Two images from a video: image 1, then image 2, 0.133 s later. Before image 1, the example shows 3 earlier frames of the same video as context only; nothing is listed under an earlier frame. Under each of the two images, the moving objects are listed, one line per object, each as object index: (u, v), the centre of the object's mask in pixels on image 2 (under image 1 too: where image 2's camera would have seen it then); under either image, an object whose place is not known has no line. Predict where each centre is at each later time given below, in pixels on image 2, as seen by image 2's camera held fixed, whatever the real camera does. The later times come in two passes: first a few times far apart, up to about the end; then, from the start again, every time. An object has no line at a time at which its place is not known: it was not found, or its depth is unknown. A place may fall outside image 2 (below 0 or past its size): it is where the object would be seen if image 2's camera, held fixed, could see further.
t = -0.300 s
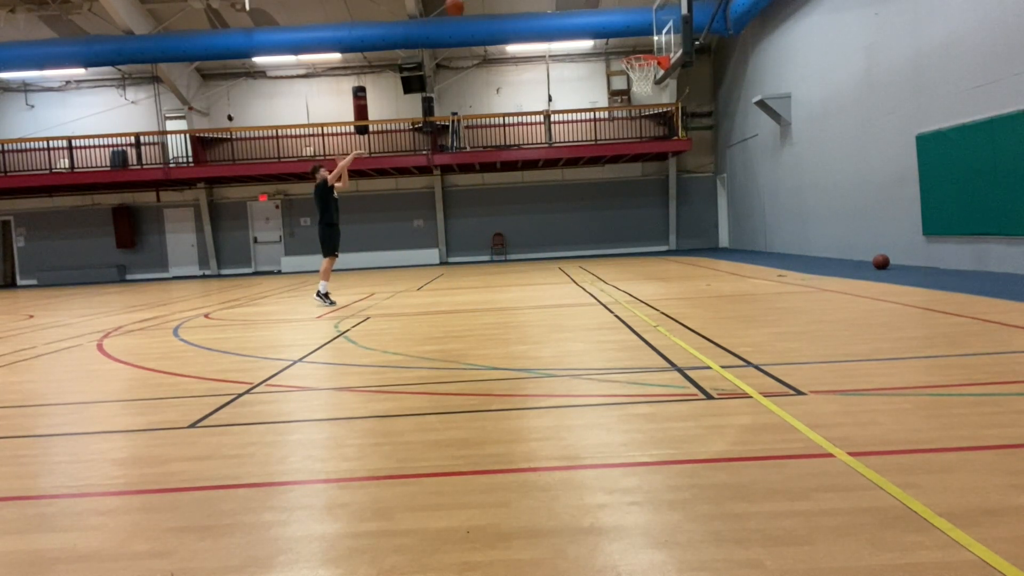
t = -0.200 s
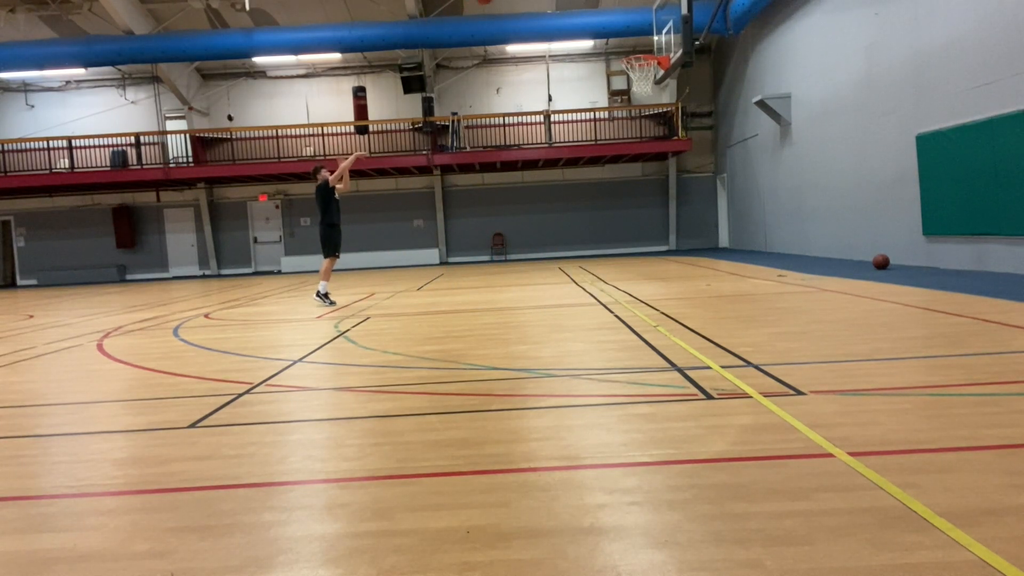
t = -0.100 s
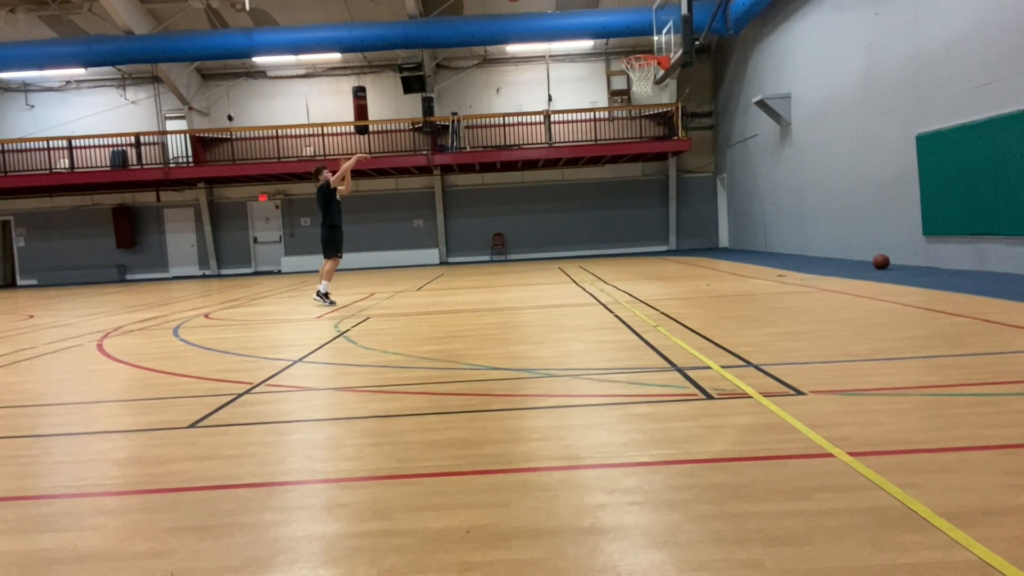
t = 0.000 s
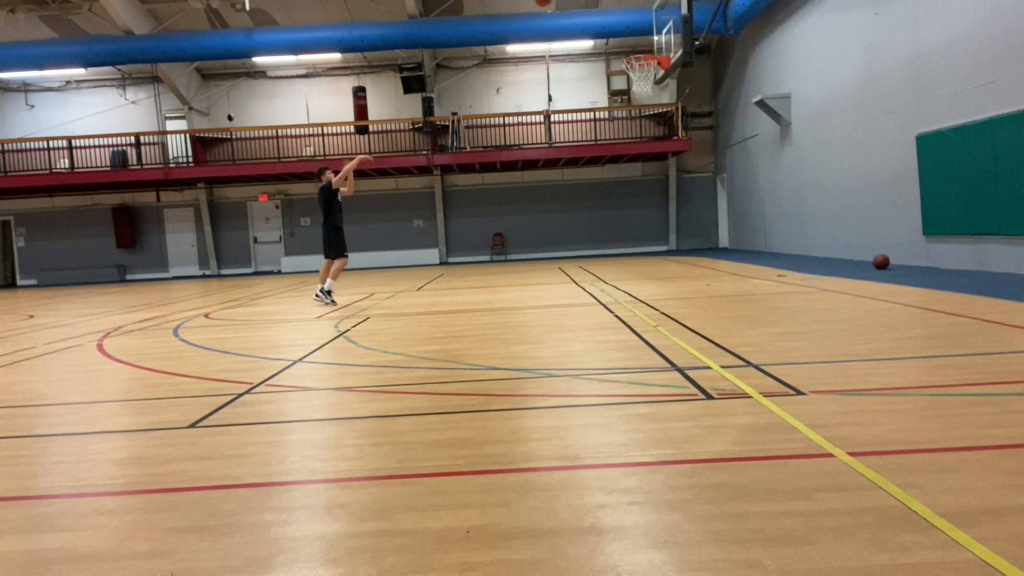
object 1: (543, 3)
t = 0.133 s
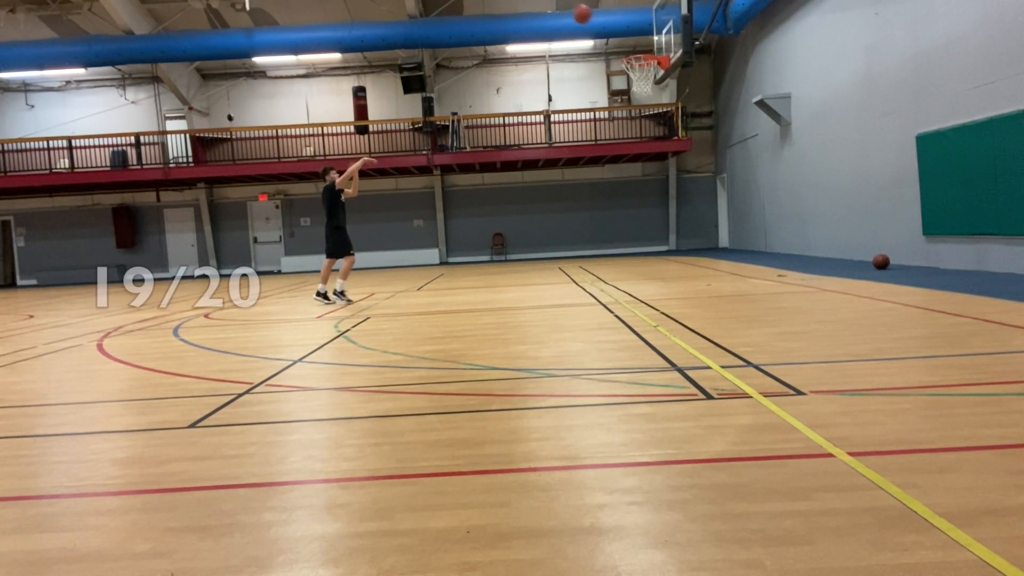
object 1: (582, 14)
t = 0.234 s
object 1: (611, 35)
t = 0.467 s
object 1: (662, 87)
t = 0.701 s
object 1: (685, 136)
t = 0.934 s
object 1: (710, 220)
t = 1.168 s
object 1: (717, 238)
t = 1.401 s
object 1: (703, 185)
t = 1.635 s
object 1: (691, 171)
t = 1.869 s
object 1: (680, 196)
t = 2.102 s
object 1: (671, 258)
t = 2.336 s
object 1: (661, 238)
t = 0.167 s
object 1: (592, 21)
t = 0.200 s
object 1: (602, 29)
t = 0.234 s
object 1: (611, 35)
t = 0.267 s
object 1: (622, 44)
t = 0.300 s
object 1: (631, 51)
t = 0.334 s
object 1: (640, 65)
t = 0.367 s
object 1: (650, 75)
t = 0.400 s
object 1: (654, 82)
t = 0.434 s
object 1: (659, 83)
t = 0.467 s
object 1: (662, 87)
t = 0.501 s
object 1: (665, 91)
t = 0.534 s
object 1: (669, 97)
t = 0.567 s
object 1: (672, 103)
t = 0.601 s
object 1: (675, 110)
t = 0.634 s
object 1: (679, 118)
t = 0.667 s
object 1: (682, 126)
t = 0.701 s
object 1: (685, 136)
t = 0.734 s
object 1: (689, 145)
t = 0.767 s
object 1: (692, 156)
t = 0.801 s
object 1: (696, 167)
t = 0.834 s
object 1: (700, 180)
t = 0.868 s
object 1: (703, 193)
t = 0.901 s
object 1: (707, 206)
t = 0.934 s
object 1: (710, 220)
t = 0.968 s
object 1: (714, 236)
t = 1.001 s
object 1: (717, 250)
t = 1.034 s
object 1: (722, 267)
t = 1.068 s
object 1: (724, 273)
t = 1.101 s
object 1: (721, 259)
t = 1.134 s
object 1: (718, 248)
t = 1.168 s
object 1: (717, 238)
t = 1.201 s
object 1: (715, 228)
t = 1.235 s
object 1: (713, 218)
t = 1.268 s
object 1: (711, 210)
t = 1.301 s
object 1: (709, 203)
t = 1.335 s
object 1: (707, 196)
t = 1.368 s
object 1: (705, 190)
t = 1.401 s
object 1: (703, 185)
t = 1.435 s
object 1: (701, 180)
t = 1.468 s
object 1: (699, 177)
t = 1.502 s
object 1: (698, 174)
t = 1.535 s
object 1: (696, 172)
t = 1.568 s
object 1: (694, 171)
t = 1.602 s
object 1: (692, 171)
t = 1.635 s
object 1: (691, 171)
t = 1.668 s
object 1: (689, 173)
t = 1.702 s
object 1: (687, 175)
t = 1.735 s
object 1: (686, 177)
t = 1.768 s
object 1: (684, 181)
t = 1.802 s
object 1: (683, 185)
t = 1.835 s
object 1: (682, 191)
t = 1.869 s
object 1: (680, 196)
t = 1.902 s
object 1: (679, 203)
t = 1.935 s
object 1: (677, 211)
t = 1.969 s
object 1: (676, 219)
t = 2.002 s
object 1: (674, 227)
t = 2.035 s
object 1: (673, 237)
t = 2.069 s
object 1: (673, 248)
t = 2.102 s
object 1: (671, 258)
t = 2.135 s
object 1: (670, 271)
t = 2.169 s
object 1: (669, 276)
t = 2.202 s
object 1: (667, 267)
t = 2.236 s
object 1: (666, 258)
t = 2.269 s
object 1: (664, 251)
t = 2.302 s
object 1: (663, 245)
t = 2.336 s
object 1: (661, 238)
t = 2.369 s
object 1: (660, 233)
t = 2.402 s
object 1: (658, 229)
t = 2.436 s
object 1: (657, 225)
